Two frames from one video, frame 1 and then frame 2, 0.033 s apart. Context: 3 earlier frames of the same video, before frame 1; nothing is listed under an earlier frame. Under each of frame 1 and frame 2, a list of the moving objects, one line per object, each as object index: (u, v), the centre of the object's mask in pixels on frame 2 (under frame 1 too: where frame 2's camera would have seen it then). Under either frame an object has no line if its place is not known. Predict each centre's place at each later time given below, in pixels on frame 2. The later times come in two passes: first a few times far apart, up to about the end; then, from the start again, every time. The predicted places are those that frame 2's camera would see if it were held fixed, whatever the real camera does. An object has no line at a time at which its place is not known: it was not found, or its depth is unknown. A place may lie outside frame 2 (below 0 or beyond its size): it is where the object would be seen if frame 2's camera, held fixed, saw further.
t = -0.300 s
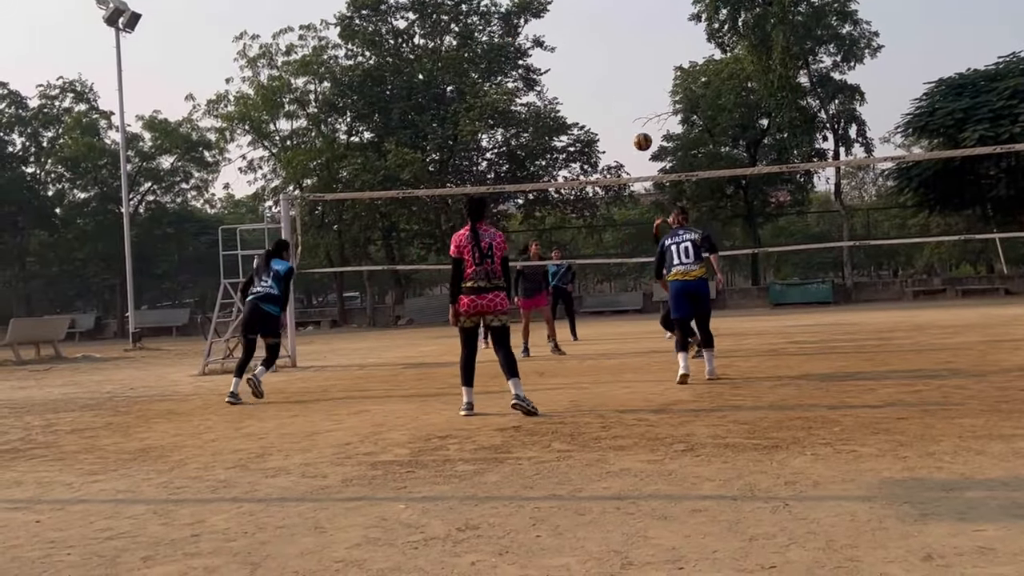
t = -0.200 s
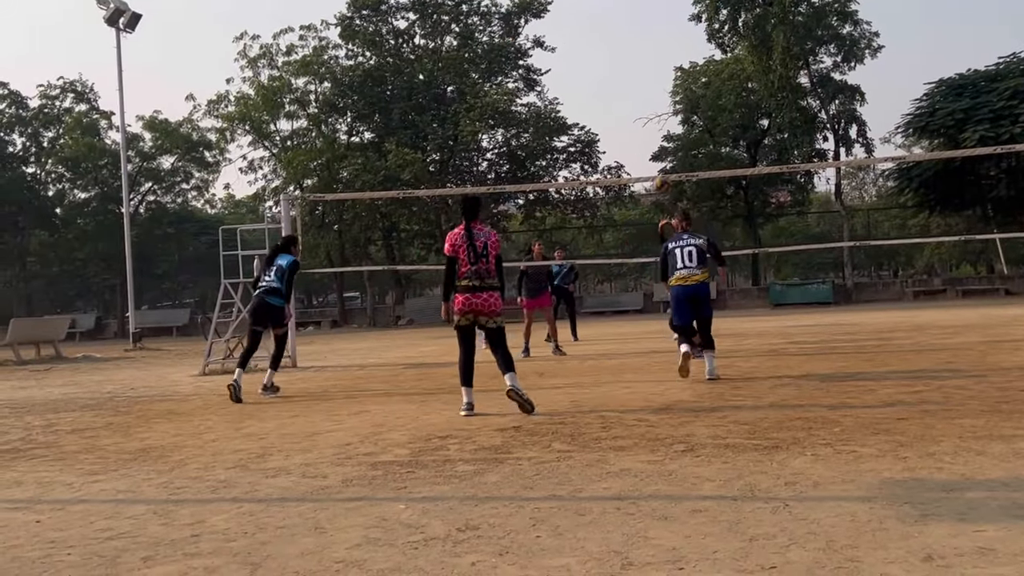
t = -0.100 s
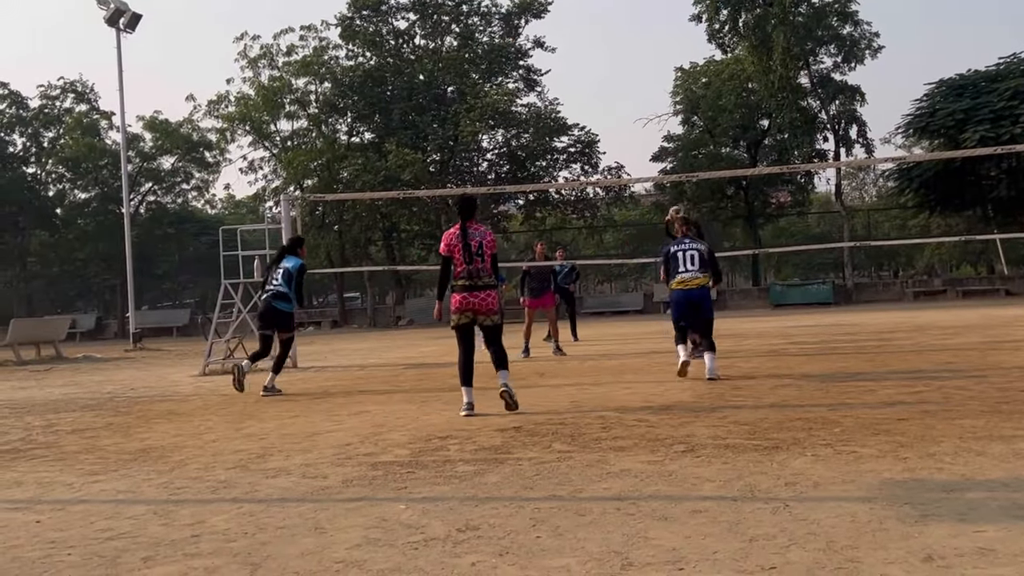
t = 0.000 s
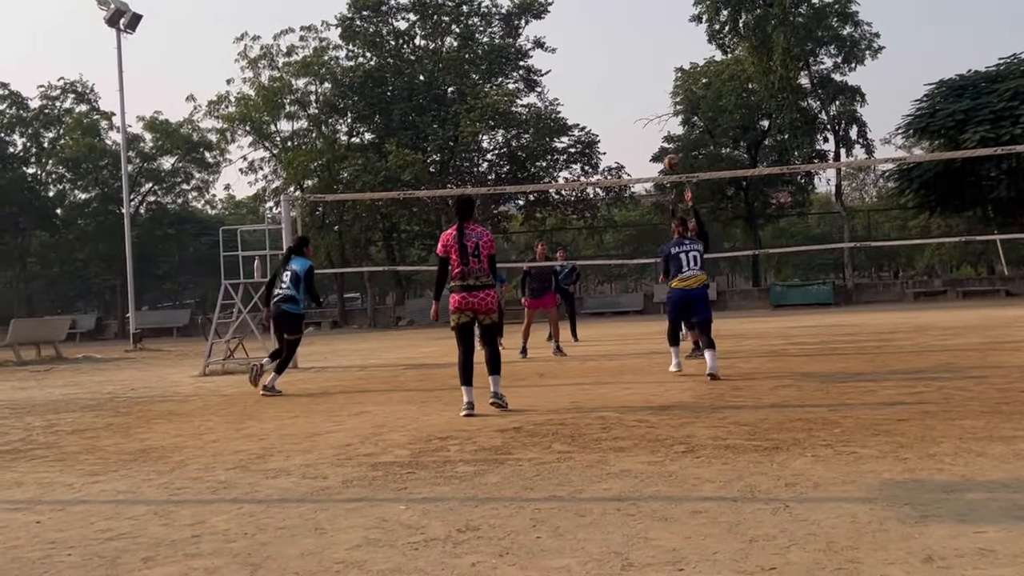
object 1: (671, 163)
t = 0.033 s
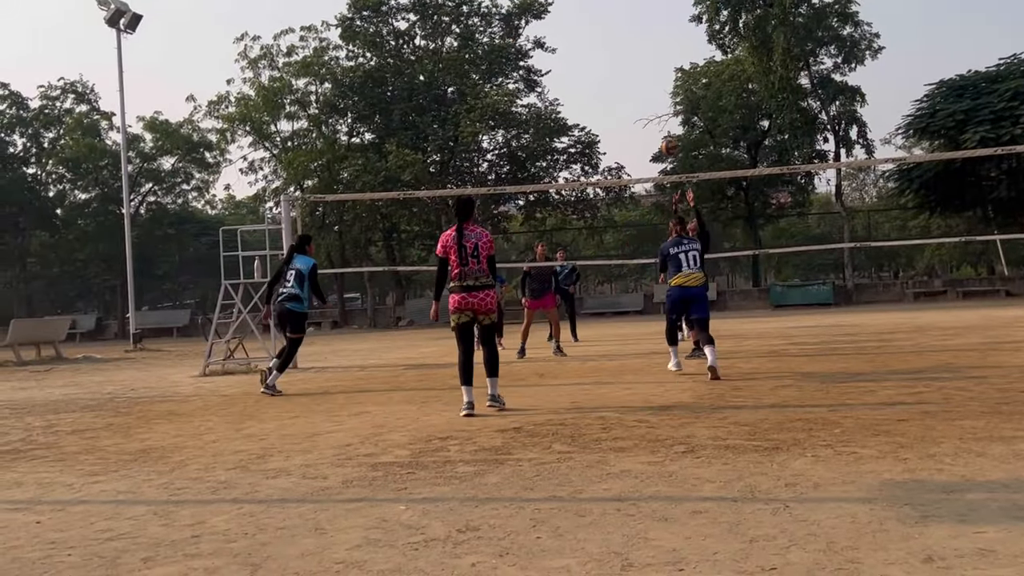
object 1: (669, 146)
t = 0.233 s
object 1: (657, 68)
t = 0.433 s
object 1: (646, 23)
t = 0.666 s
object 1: (635, 12)
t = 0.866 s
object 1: (628, 38)
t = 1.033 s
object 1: (624, 83)
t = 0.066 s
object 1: (667, 131)
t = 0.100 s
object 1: (665, 116)
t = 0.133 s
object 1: (663, 103)
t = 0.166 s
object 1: (661, 90)
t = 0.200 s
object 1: (659, 79)
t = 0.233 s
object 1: (657, 68)
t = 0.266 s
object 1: (655, 58)
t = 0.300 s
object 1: (653, 49)
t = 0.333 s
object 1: (651, 41)
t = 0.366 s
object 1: (650, 34)
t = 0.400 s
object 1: (648, 28)
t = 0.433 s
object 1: (646, 23)
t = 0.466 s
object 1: (644, 19)
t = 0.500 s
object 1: (643, 15)
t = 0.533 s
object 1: (641, 13)
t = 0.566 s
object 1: (640, 11)
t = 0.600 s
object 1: (638, 11)
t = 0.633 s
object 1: (637, 11)
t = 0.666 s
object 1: (635, 12)
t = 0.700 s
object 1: (634, 15)
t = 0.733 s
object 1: (633, 17)
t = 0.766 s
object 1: (632, 21)
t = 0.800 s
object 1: (631, 26)
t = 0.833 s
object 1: (629, 32)
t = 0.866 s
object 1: (628, 38)
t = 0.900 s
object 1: (627, 45)
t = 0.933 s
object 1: (627, 54)
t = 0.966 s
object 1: (626, 63)
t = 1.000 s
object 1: (625, 73)
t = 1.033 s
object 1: (624, 83)
